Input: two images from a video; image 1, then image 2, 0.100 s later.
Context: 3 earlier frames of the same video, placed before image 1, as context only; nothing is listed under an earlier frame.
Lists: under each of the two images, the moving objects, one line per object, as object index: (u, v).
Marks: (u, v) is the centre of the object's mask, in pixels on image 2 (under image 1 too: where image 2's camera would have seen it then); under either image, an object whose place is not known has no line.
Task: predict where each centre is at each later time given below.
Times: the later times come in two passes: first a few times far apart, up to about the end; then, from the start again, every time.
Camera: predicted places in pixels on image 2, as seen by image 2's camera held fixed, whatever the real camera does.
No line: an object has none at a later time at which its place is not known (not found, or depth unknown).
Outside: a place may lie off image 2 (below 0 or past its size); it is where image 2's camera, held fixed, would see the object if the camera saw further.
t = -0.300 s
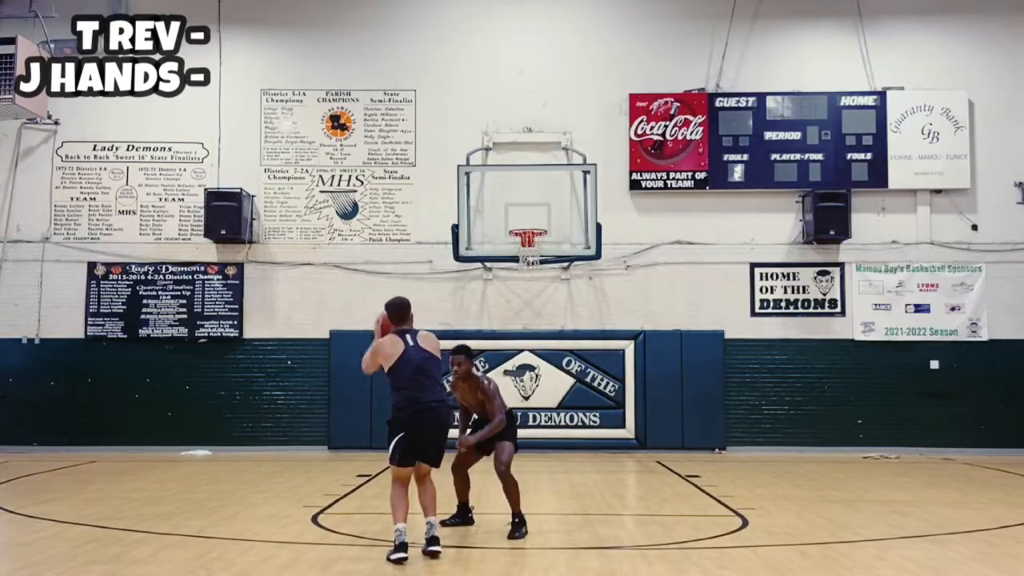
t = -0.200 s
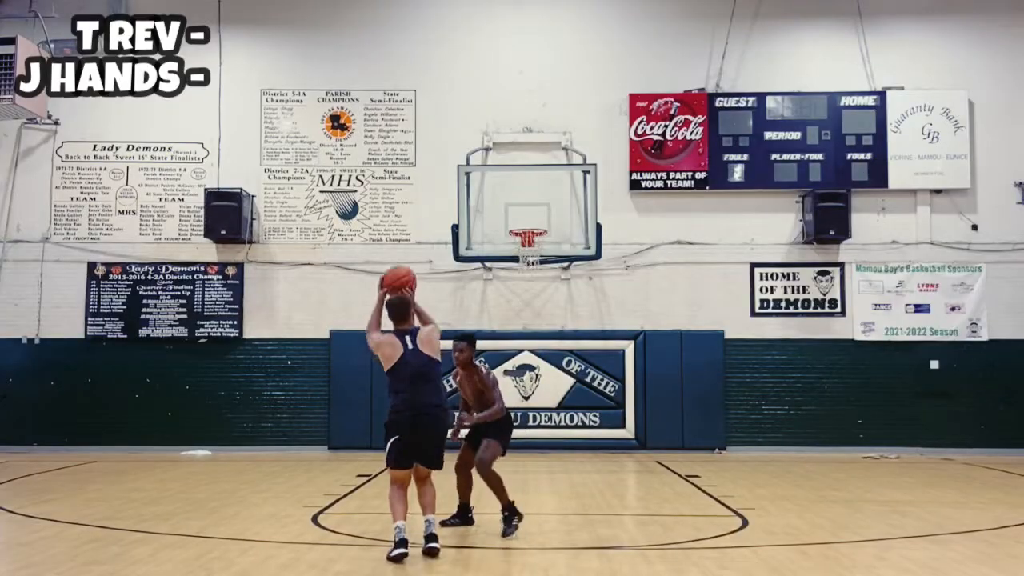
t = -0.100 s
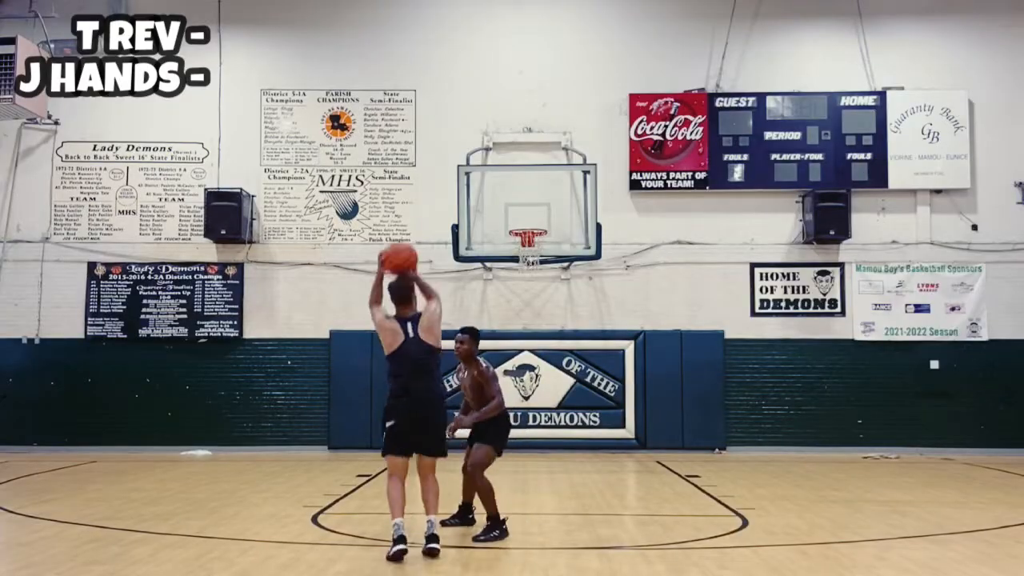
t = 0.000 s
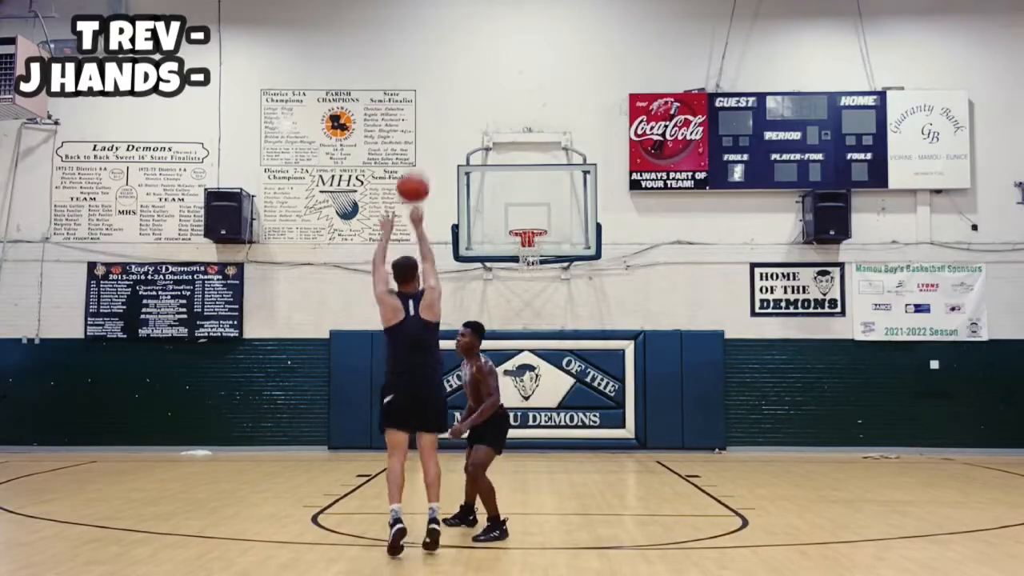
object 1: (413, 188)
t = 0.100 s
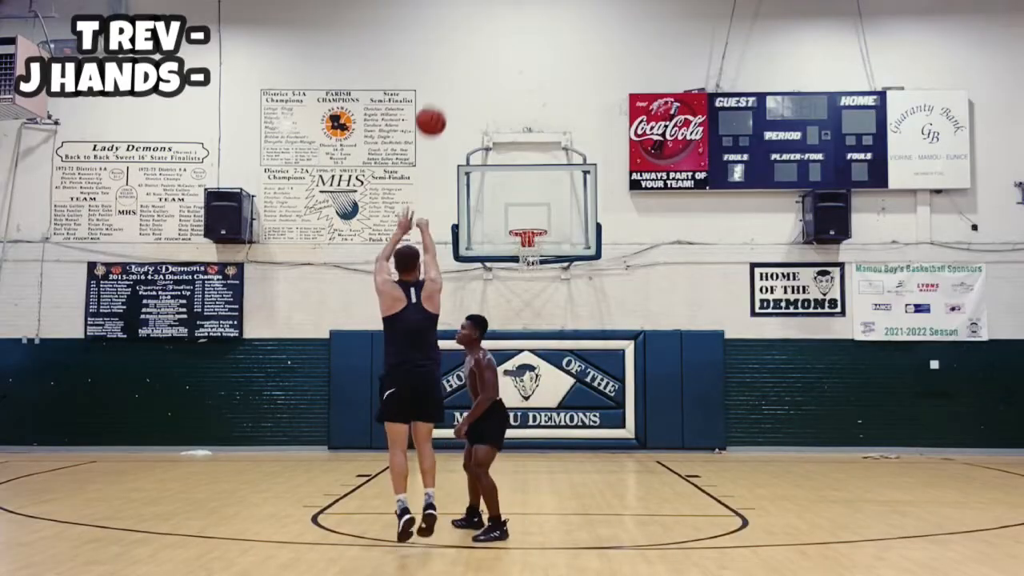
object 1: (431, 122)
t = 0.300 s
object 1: (460, 48)
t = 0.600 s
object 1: (493, 39)
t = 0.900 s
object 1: (517, 108)
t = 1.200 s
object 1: (537, 228)
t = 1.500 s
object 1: (507, 288)
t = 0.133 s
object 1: (436, 104)
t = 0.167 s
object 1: (441, 90)
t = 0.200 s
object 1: (446, 76)
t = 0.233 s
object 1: (451, 65)
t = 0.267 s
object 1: (456, 56)
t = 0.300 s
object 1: (460, 48)
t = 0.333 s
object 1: (465, 42)
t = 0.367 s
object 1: (469, 38)
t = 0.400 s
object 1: (473, 34)
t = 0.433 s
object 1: (476, 32)
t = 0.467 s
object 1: (480, 31)
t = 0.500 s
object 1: (483, 32)
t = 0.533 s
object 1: (487, 33)
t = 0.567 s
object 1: (490, 36)
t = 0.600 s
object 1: (493, 39)
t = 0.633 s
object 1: (496, 44)
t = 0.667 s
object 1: (499, 49)
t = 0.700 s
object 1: (502, 55)
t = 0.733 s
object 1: (505, 62)
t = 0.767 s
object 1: (507, 70)
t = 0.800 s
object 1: (510, 78)
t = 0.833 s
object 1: (513, 88)
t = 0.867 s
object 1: (515, 98)
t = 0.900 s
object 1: (517, 108)
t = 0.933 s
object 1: (520, 120)
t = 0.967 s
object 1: (522, 131)
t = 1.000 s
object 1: (524, 144)
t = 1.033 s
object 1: (526, 157)
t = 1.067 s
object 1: (528, 170)
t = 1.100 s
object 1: (530, 185)
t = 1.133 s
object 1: (532, 199)
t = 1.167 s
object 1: (534, 214)
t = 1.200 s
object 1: (537, 228)
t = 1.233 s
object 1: (535, 241)
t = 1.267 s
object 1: (530, 253)
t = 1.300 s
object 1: (526, 254)
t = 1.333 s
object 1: (521, 258)
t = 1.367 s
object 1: (519, 262)
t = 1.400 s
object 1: (515, 267)
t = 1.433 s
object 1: (512, 273)
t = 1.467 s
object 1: (509, 280)
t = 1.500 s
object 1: (507, 288)
